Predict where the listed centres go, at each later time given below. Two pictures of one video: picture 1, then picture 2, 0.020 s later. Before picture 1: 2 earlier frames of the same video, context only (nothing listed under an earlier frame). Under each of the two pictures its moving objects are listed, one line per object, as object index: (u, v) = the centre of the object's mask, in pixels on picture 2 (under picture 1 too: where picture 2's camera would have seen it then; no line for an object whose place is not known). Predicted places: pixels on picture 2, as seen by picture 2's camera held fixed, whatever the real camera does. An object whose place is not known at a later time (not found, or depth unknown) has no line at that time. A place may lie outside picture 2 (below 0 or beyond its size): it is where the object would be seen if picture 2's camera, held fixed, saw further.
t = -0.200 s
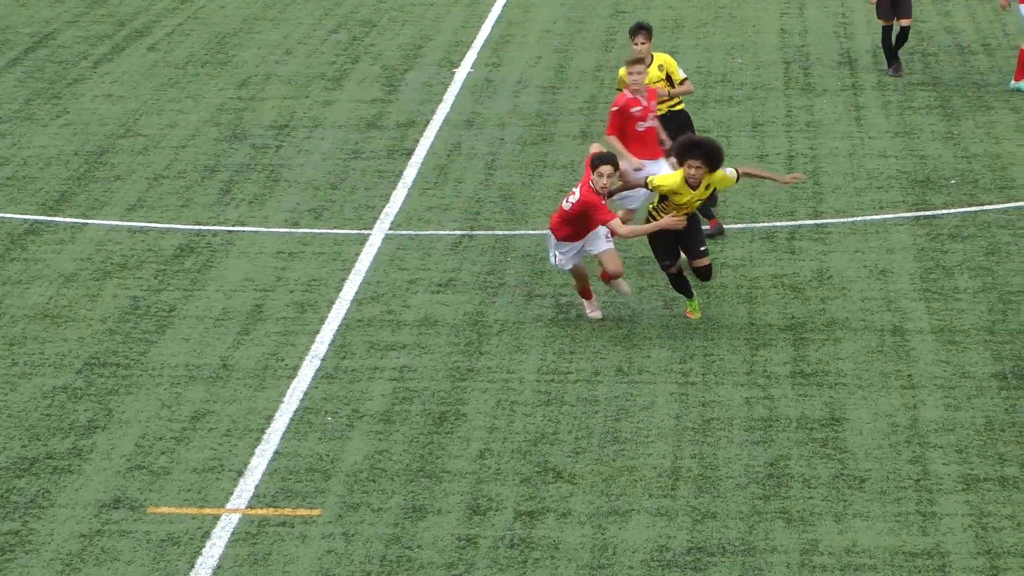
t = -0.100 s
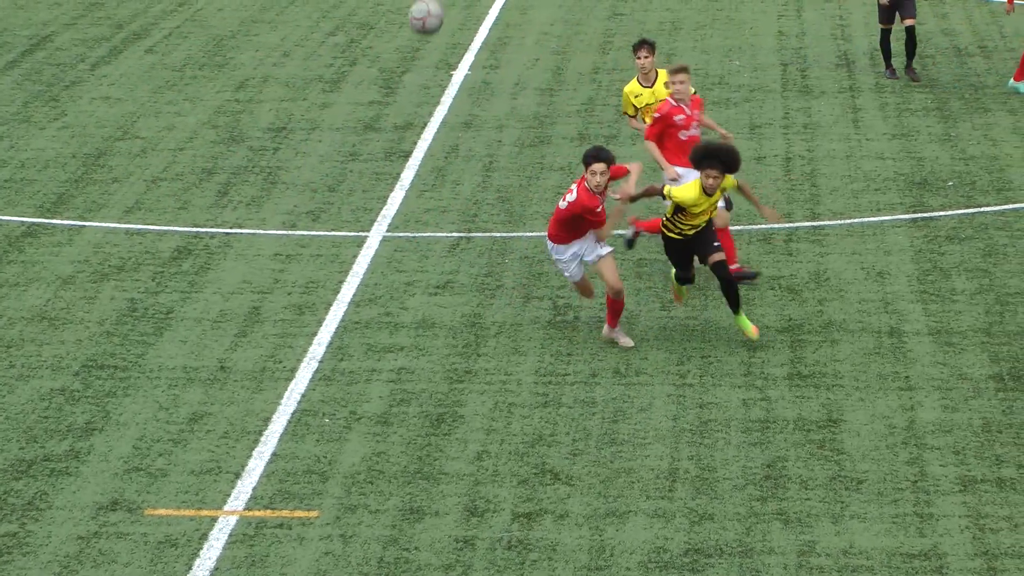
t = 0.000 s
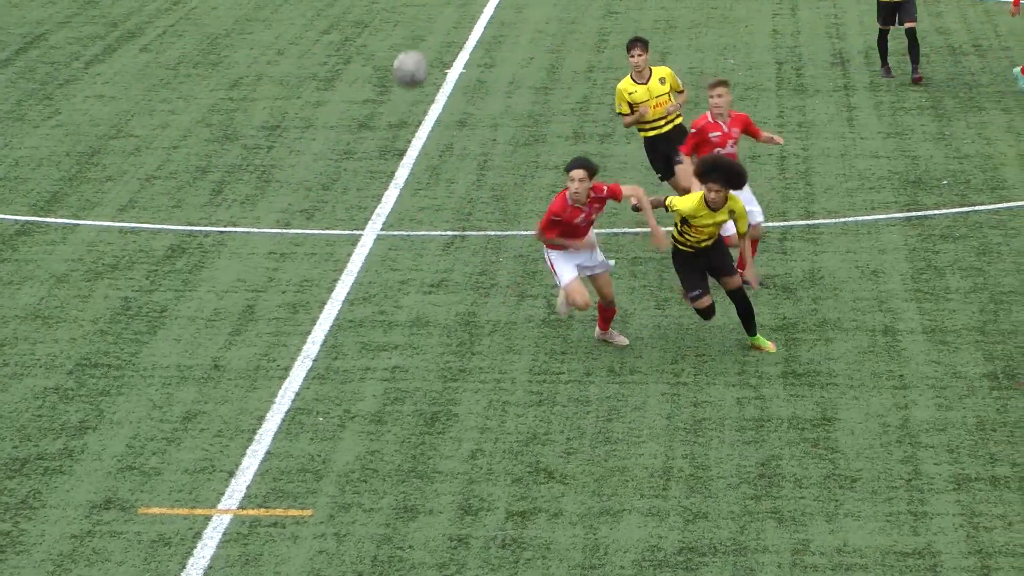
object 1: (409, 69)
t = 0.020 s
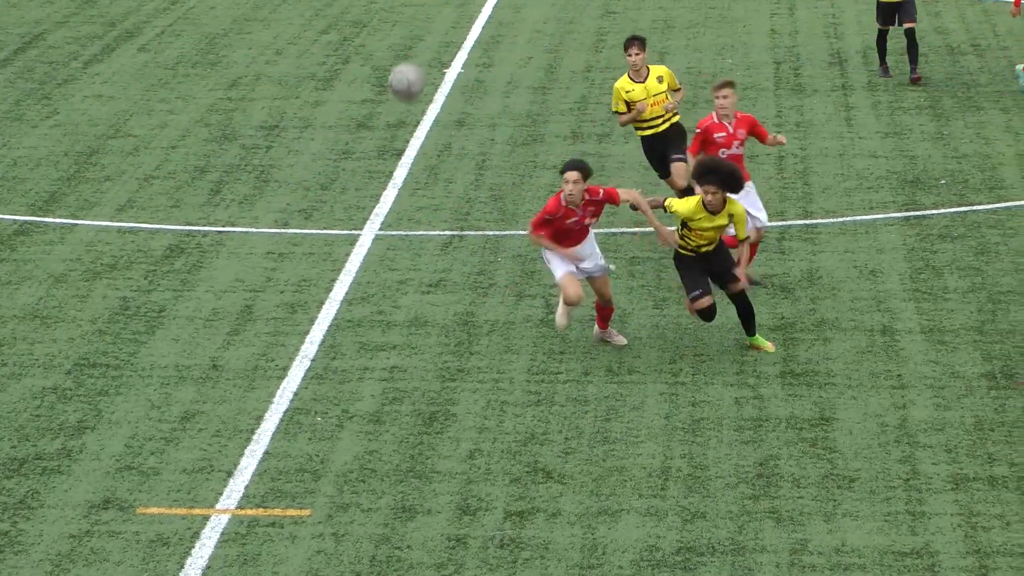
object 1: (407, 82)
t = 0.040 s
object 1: (403, 96)
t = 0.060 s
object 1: (401, 109)
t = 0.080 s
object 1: (398, 124)
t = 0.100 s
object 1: (395, 141)
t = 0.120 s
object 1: (393, 157)
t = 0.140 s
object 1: (389, 174)
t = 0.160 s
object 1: (388, 193)
